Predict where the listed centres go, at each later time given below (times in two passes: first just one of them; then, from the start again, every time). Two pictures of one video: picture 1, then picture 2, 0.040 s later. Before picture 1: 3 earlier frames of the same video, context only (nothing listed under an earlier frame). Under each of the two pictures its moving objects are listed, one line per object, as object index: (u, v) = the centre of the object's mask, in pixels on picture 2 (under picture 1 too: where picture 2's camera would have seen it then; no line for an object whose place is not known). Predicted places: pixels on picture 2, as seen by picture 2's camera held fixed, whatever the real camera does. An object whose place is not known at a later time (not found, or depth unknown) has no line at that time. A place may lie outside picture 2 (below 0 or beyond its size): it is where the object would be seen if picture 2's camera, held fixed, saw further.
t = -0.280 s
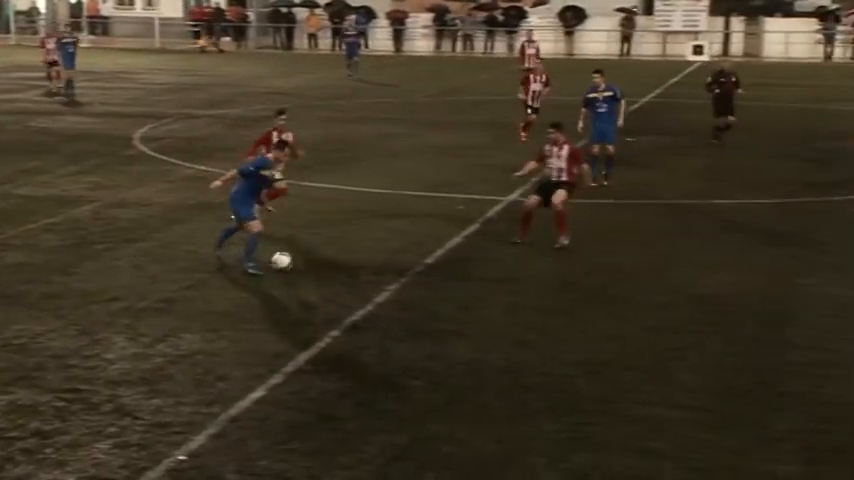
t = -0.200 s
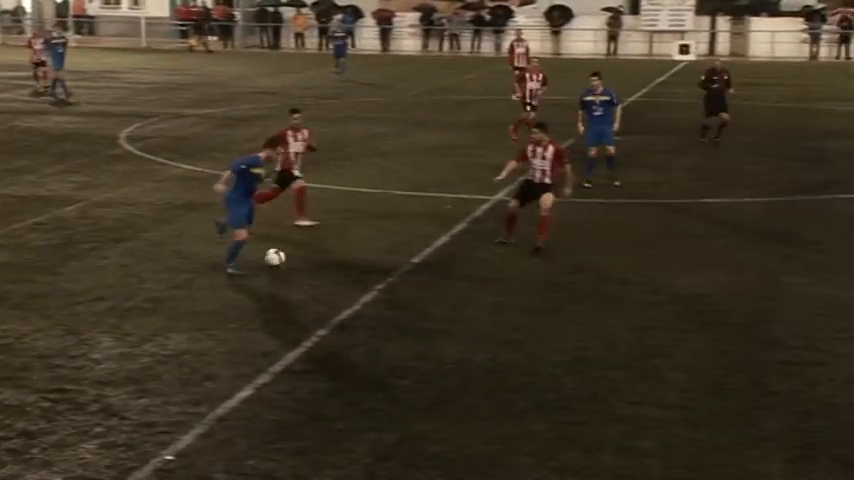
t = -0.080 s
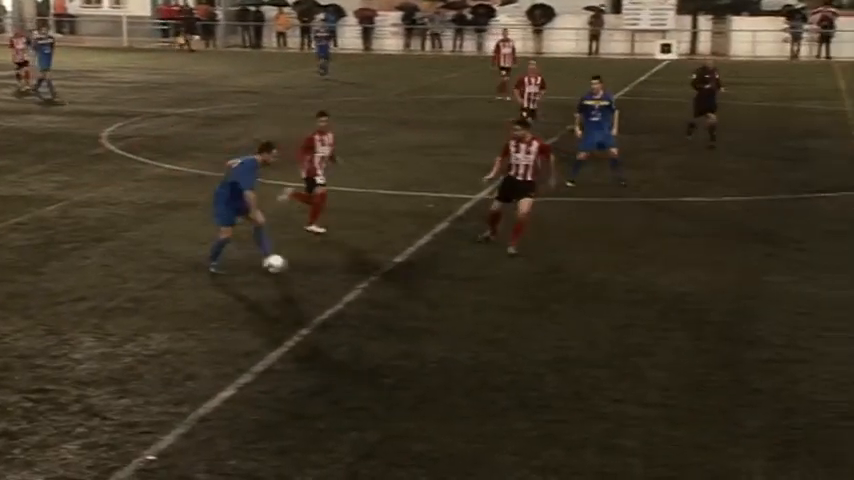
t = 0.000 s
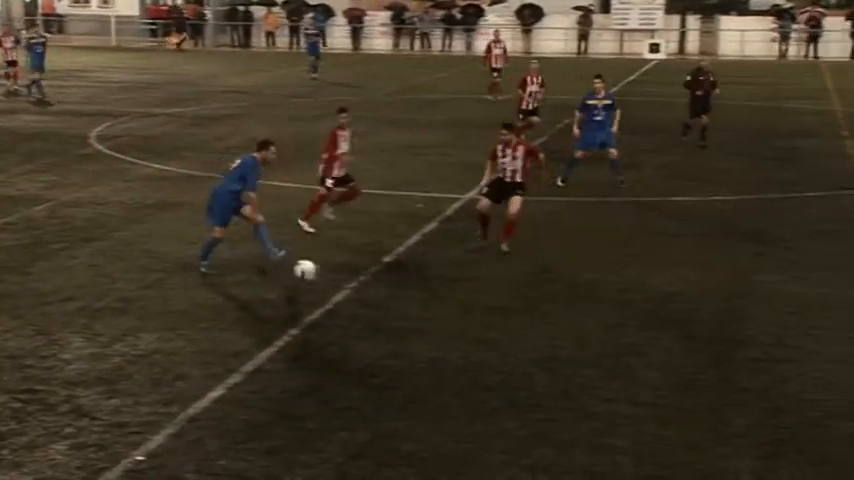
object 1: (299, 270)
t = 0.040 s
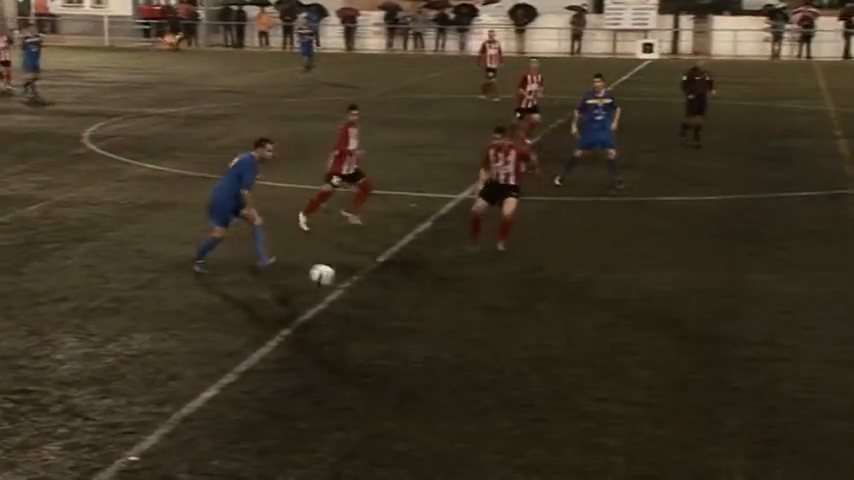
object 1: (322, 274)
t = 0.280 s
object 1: (476, 354)
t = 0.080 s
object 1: (346, 282)
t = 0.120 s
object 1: (370, 292)
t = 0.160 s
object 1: (395, 304)
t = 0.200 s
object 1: (421, 317)
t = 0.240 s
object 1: (448, 334)
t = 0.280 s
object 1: (476, 354)
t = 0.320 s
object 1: (505, 372)
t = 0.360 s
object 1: (532, 380)
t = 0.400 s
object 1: (561, 390)
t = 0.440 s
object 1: (591, 402)
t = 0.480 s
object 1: (622, 419)
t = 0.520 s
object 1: (657, 438)
